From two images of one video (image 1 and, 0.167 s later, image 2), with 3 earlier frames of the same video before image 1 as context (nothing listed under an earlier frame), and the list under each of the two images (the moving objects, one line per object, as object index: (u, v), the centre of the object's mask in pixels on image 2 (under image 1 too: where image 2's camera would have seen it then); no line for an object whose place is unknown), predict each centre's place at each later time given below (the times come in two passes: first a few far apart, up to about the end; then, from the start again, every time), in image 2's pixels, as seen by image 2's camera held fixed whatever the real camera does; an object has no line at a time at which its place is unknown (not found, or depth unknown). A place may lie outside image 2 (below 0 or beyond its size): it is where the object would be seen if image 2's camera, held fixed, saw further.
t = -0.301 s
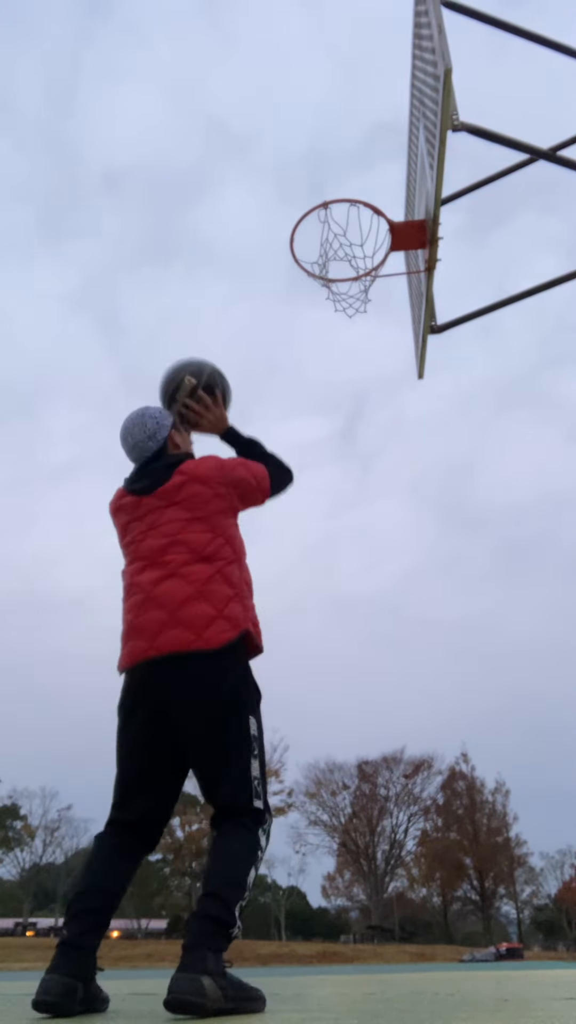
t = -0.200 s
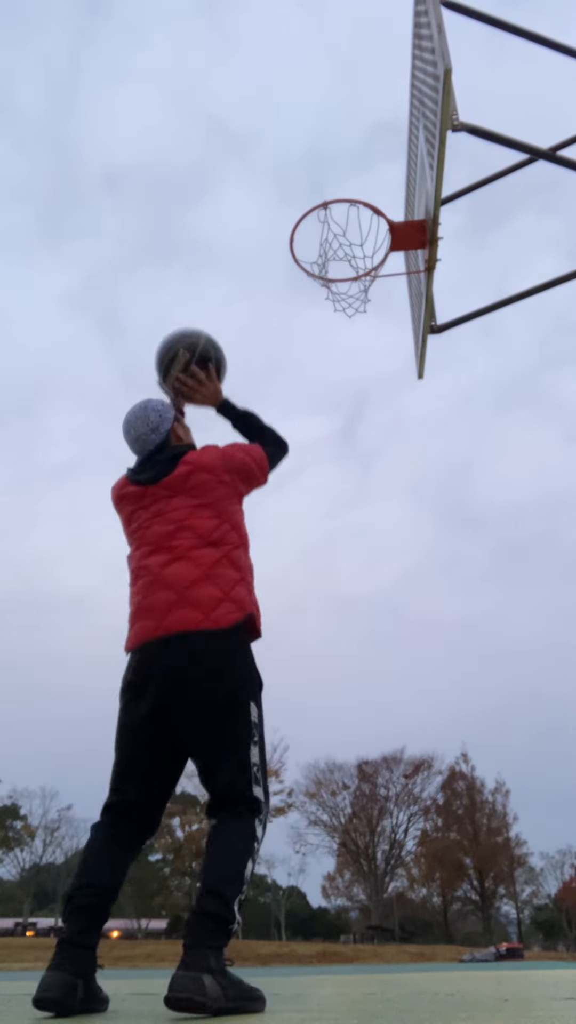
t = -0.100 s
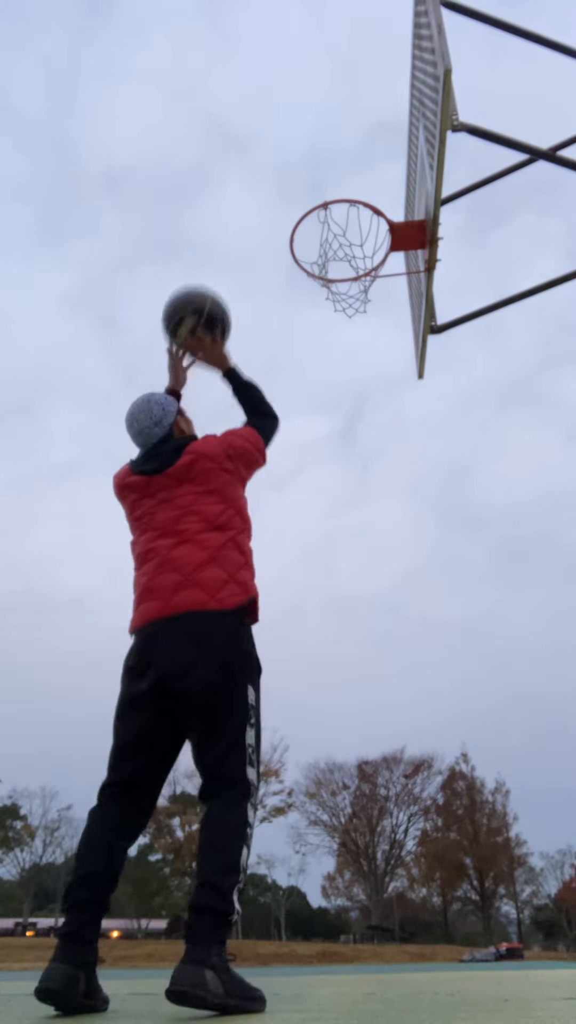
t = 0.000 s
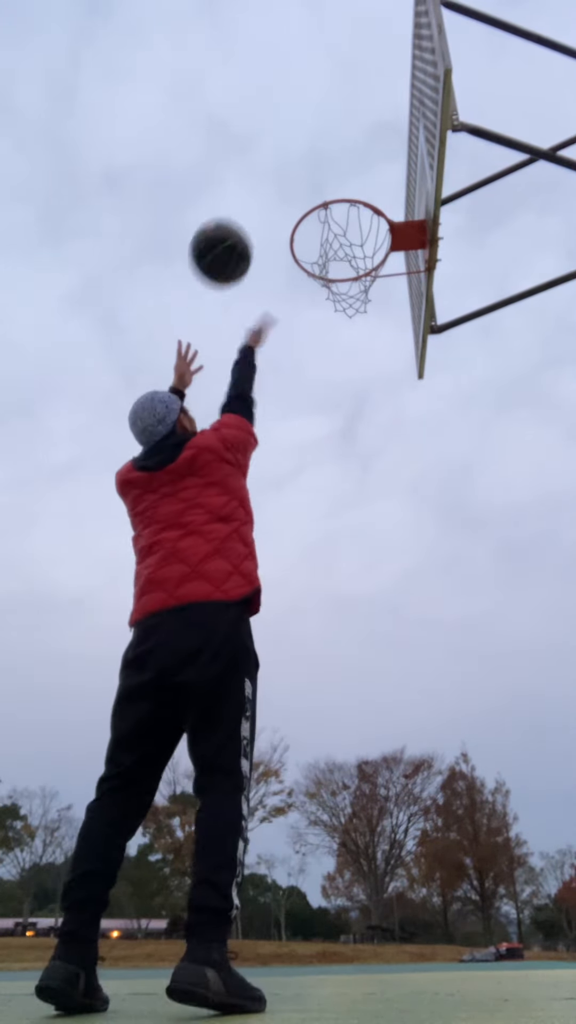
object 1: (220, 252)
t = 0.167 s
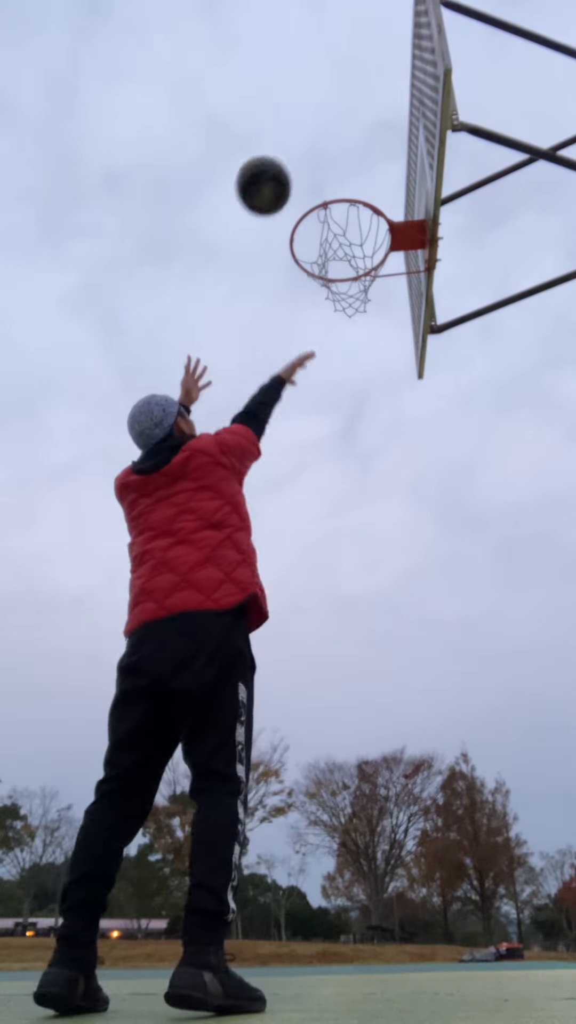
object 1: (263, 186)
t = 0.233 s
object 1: (277, 174)
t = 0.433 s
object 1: (315, 179)
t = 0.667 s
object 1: (356, 251)
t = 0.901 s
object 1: (321, 248)
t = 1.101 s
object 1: (335, 312)
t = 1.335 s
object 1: (361, 493)
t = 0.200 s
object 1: (271, 179)
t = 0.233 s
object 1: (277, 174)
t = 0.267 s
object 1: (284, 171)
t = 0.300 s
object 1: (290, 169)
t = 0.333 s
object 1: (296, 169)
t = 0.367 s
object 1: (303, 171)
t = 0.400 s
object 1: (308, 174)
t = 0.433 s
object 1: (315, 179)
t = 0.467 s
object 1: (320, 183)
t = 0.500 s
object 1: (327, 192)
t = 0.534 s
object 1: (333, 202)
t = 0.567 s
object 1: (339, 213)
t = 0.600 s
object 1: (345, 225)
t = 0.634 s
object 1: (352, 238)
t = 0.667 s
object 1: (356, 251)
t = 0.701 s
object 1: (348, 247)
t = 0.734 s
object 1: (340, 245)
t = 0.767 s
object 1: (332, 244)
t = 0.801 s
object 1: (325, 244)
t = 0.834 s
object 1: (322, 242)
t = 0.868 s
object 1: (320, 244)
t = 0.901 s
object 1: (321, 248)
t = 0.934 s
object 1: (322, 254)
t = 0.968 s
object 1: (325, 261)
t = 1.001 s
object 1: (327, 270)
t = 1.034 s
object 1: (330, 283)
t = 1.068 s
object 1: (332, 296)
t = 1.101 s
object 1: (335, 312)
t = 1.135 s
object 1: (338, 329)
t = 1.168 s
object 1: (341, 348)
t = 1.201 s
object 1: (345, 371)
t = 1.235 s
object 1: (348, 398)
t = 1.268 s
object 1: (352, 426)
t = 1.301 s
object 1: (356, 457)
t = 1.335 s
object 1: (361, 493)
